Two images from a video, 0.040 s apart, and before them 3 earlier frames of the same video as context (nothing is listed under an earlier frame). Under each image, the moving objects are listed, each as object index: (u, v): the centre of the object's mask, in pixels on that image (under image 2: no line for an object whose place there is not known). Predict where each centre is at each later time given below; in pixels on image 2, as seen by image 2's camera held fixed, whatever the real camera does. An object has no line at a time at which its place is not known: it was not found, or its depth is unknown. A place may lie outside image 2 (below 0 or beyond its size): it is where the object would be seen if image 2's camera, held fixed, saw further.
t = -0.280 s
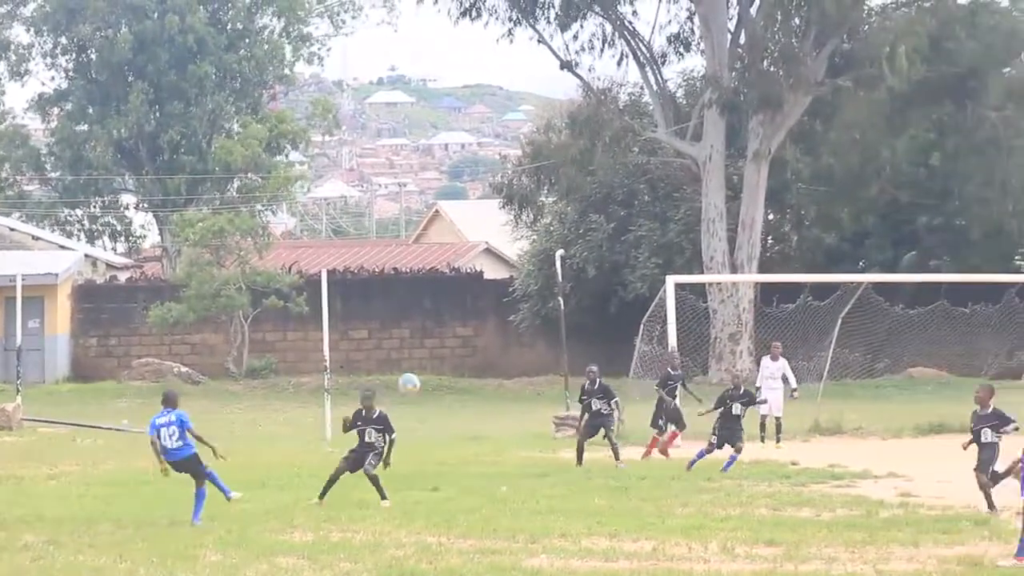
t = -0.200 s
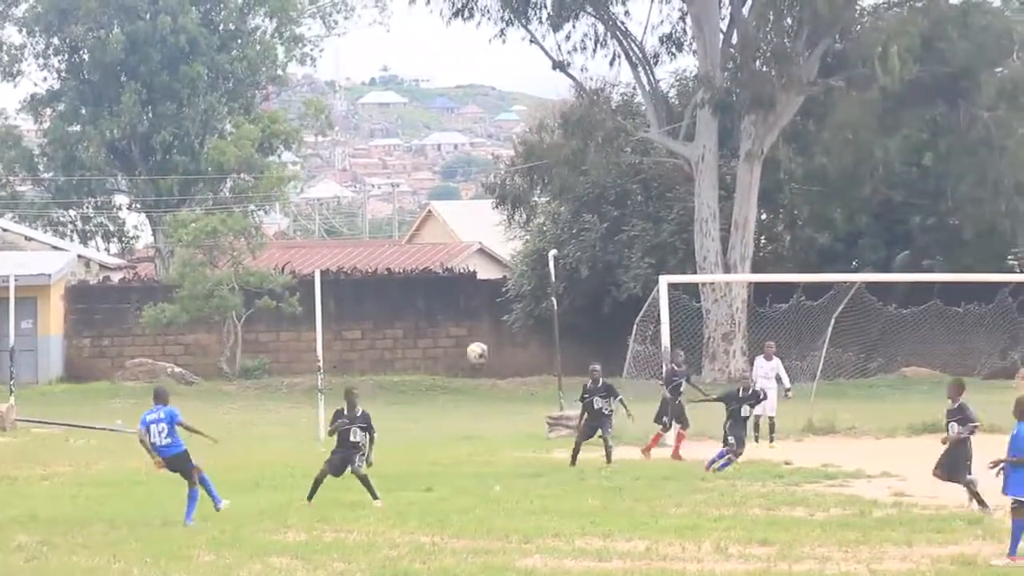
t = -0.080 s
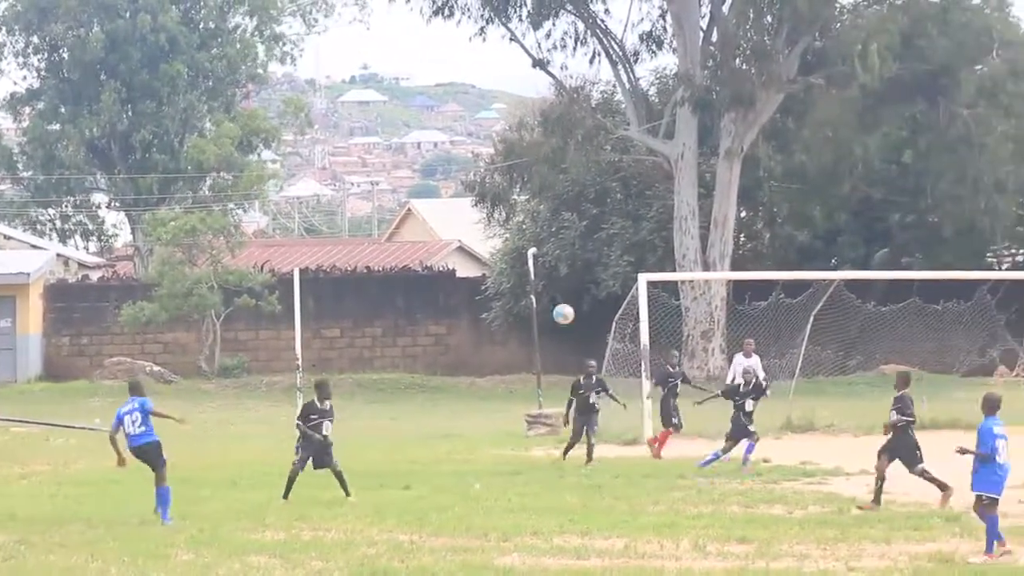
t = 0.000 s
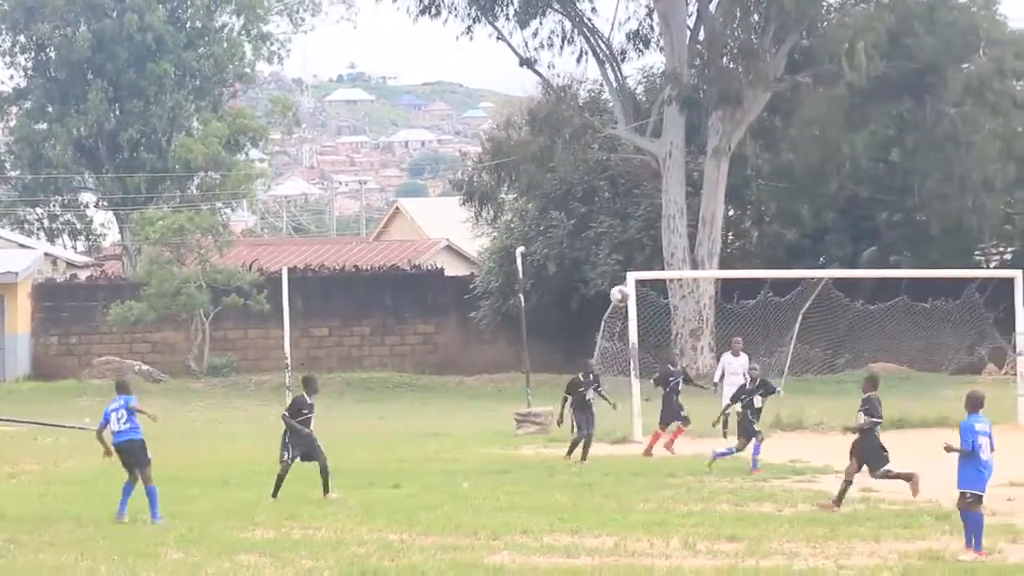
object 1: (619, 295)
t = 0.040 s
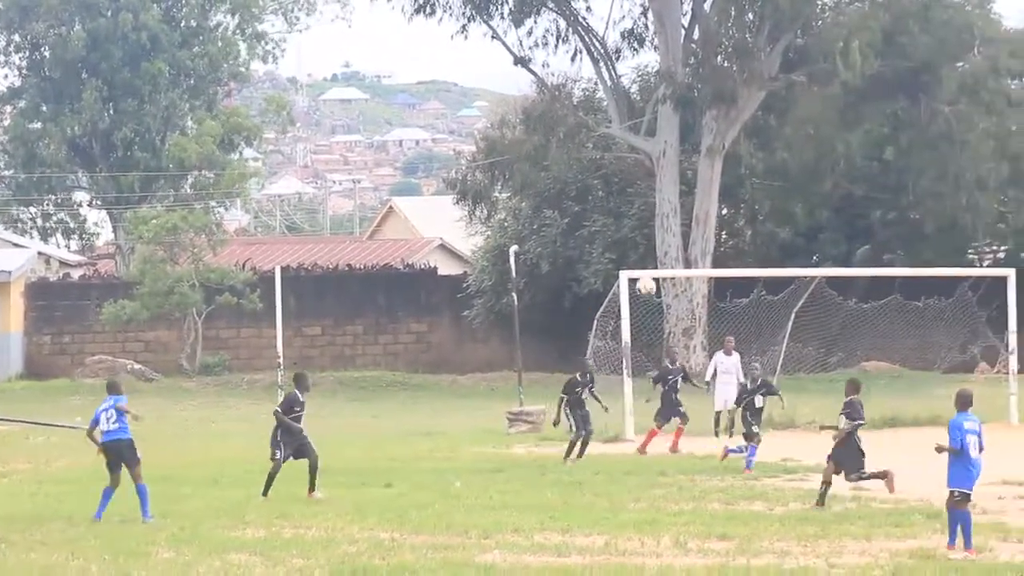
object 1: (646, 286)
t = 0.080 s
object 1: (678, 283)
